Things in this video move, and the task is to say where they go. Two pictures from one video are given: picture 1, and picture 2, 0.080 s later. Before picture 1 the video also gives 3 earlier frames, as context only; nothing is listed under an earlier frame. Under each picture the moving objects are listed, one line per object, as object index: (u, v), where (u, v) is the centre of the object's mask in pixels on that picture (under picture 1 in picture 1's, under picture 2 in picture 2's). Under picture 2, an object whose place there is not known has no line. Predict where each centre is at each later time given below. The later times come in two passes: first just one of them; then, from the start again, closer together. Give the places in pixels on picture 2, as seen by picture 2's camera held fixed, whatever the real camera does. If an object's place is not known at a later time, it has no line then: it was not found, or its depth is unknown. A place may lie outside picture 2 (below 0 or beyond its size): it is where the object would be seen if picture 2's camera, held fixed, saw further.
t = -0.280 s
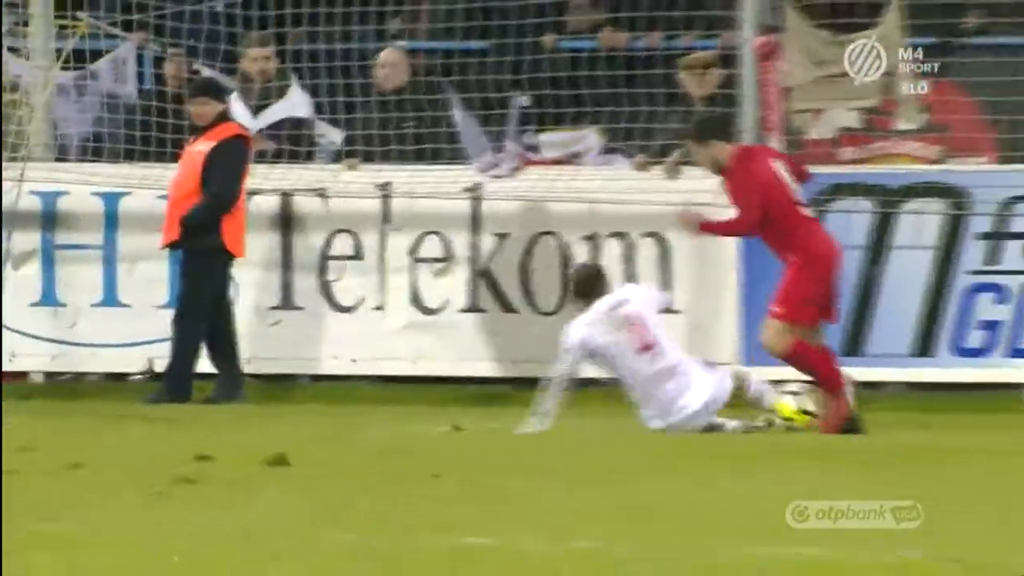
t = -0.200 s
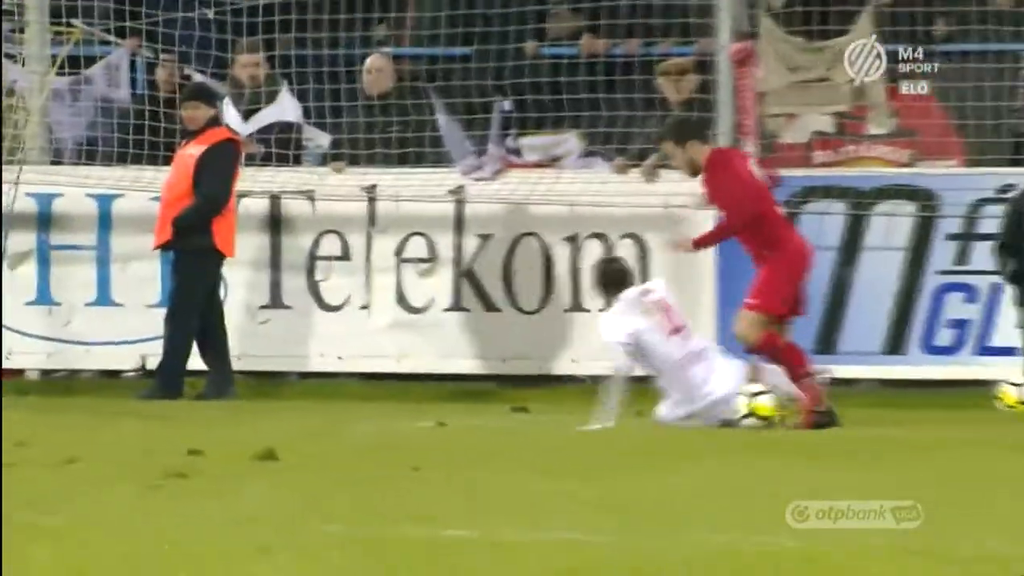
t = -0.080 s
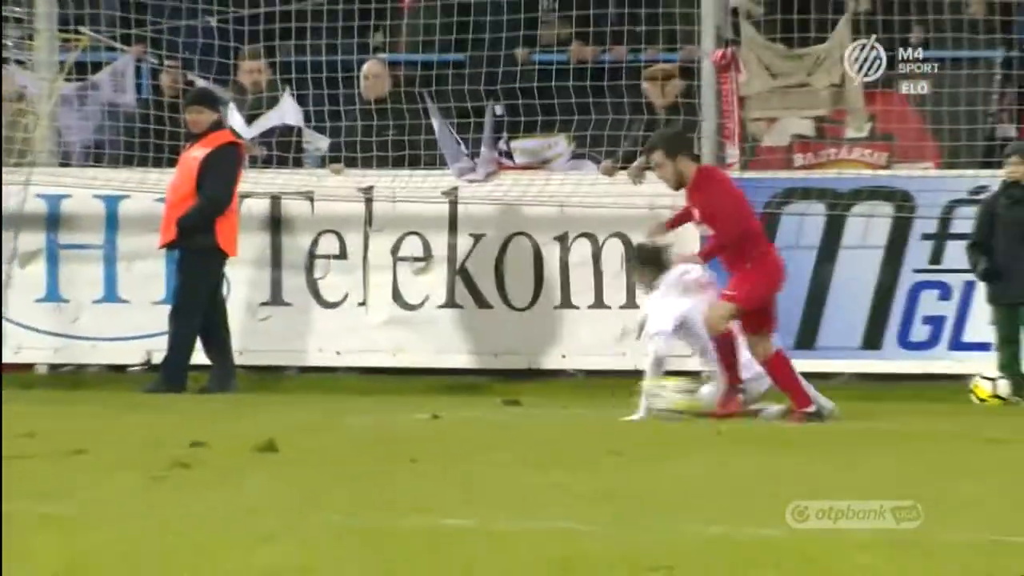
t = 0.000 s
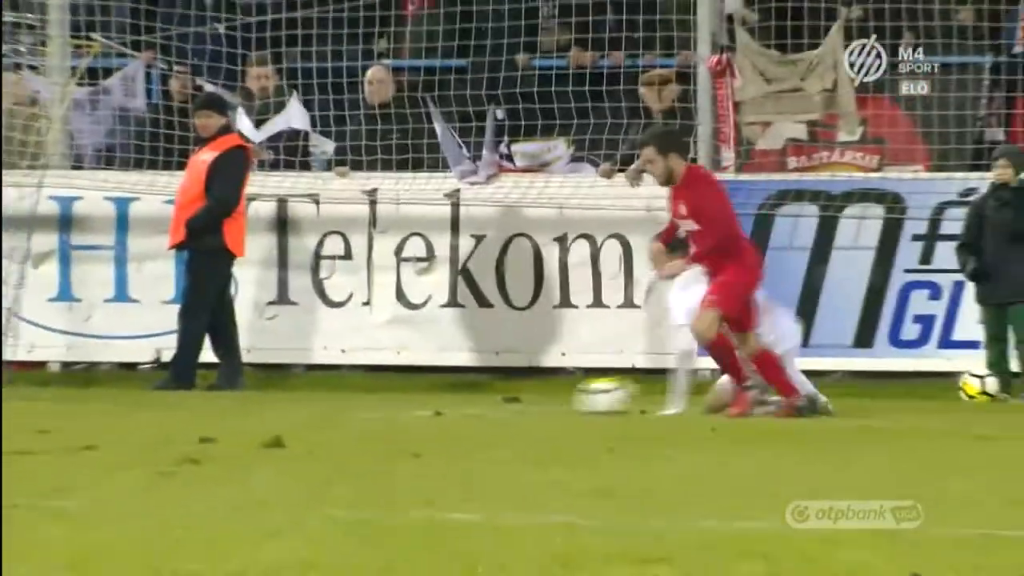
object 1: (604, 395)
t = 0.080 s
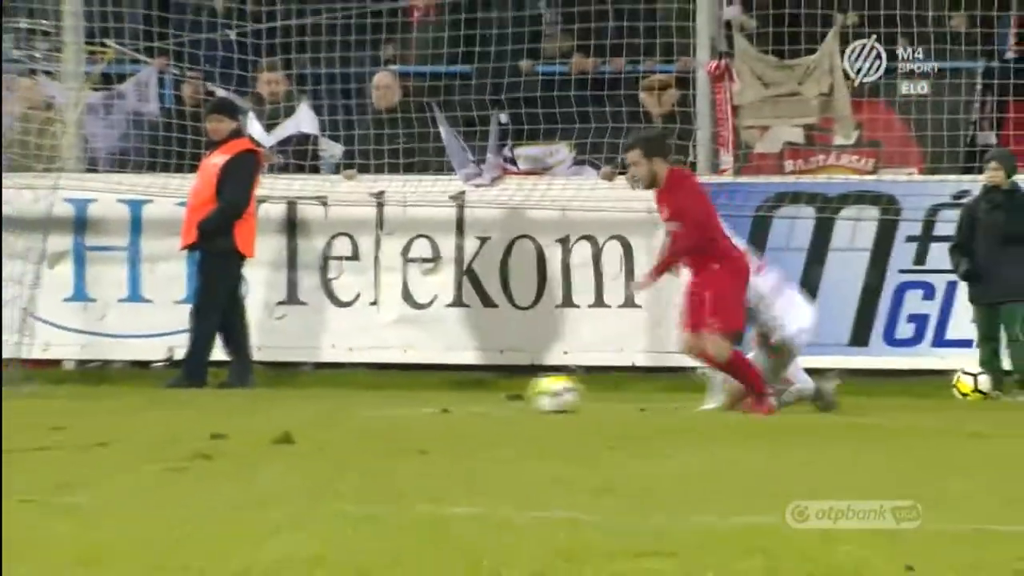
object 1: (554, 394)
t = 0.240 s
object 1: (469, 393)
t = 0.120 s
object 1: (531, 394)
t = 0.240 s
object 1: (469, 393)
